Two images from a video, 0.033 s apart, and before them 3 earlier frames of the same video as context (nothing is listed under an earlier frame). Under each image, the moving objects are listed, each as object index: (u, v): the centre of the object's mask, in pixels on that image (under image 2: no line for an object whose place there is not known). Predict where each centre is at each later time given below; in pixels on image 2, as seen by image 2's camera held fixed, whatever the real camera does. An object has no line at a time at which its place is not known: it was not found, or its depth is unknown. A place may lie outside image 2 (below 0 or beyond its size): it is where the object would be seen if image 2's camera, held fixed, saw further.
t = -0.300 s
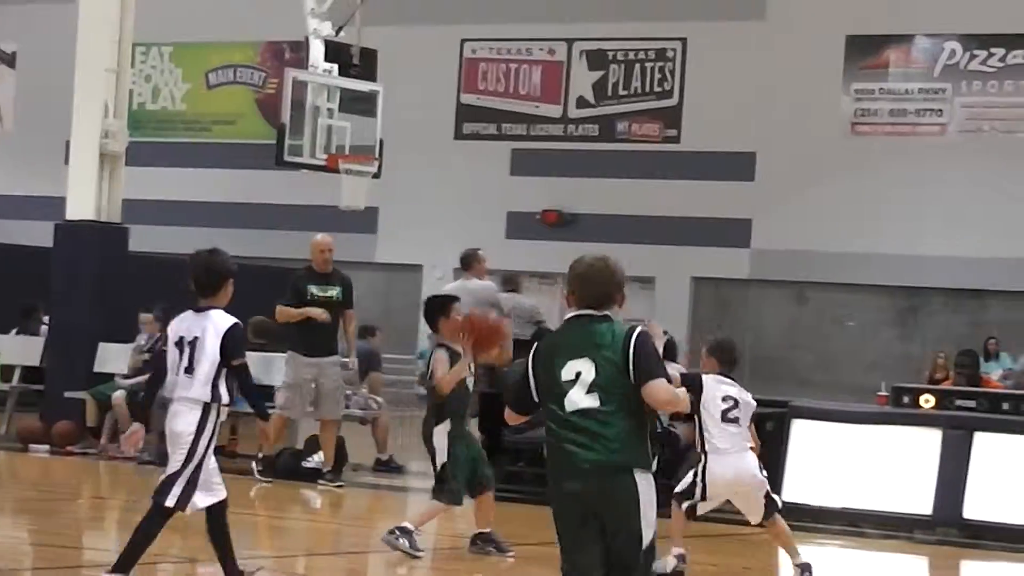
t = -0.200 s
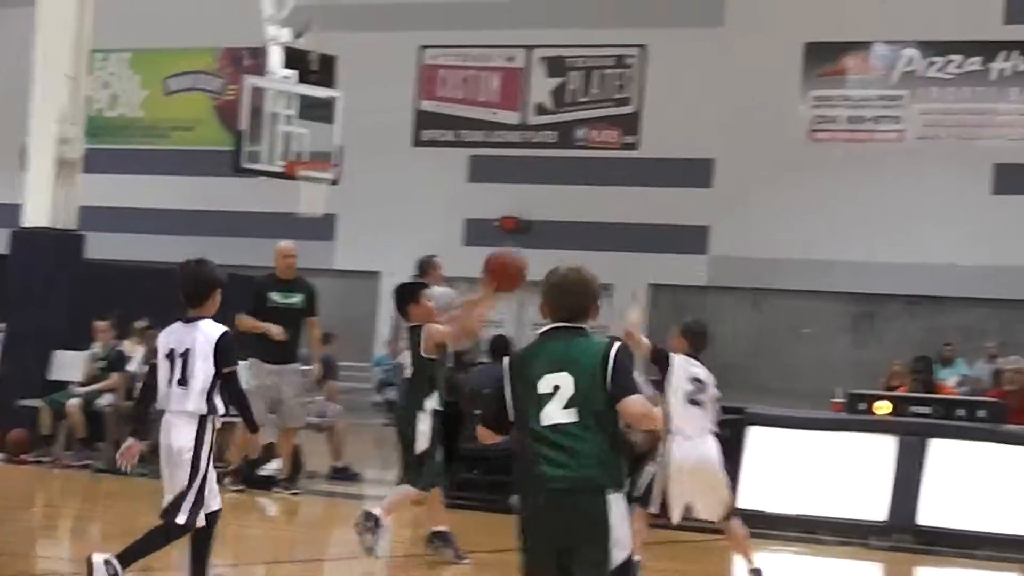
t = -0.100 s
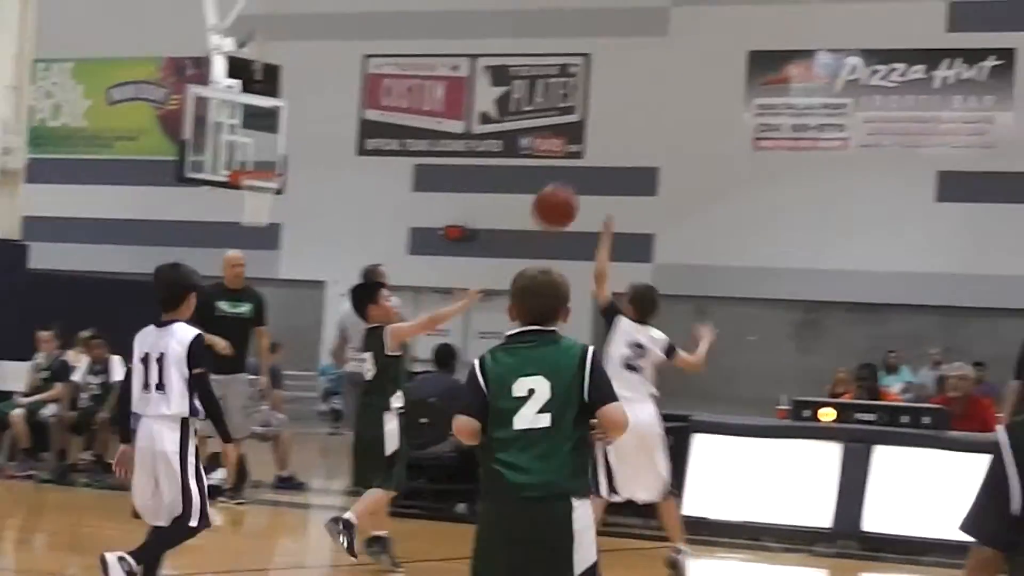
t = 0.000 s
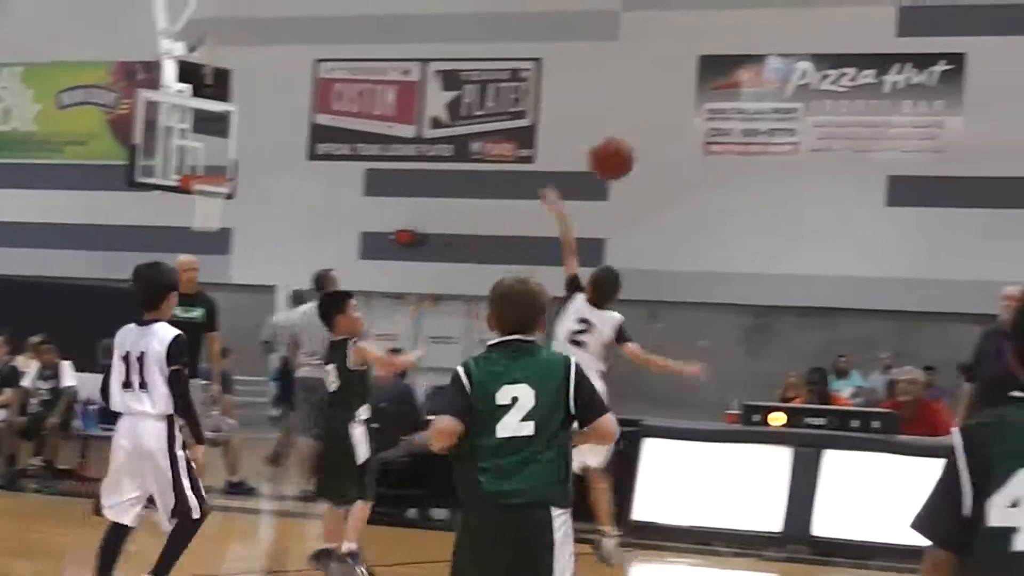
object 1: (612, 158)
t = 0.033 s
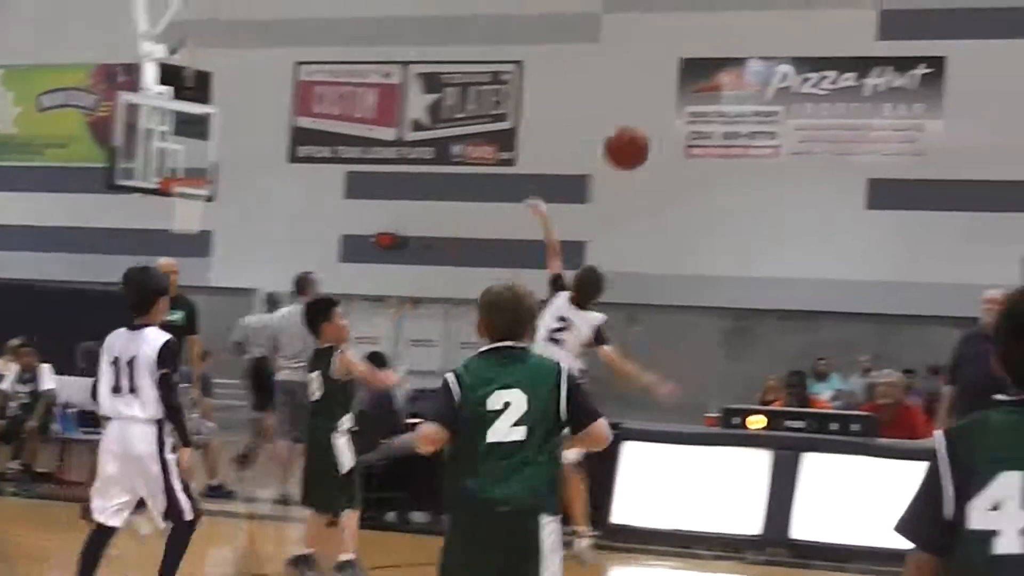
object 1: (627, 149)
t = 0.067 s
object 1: (661, 137)
